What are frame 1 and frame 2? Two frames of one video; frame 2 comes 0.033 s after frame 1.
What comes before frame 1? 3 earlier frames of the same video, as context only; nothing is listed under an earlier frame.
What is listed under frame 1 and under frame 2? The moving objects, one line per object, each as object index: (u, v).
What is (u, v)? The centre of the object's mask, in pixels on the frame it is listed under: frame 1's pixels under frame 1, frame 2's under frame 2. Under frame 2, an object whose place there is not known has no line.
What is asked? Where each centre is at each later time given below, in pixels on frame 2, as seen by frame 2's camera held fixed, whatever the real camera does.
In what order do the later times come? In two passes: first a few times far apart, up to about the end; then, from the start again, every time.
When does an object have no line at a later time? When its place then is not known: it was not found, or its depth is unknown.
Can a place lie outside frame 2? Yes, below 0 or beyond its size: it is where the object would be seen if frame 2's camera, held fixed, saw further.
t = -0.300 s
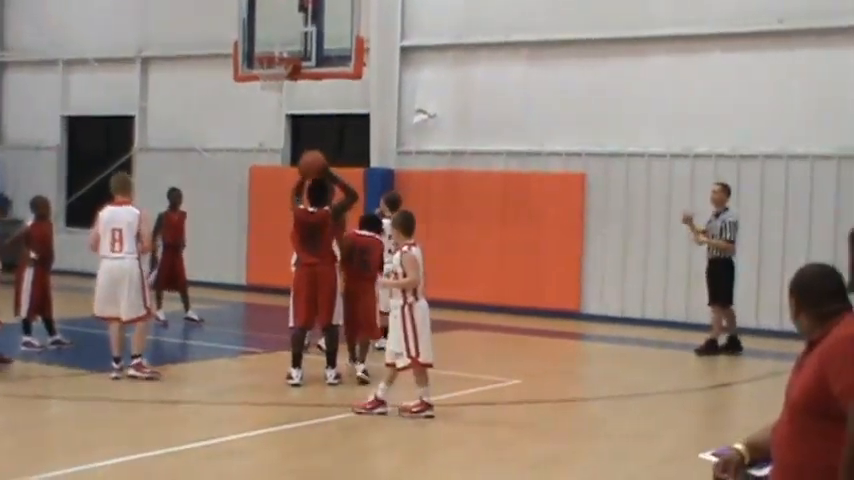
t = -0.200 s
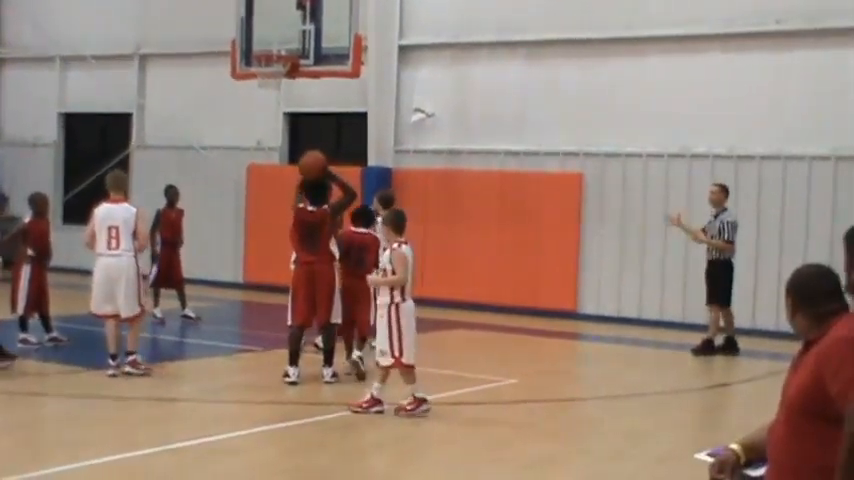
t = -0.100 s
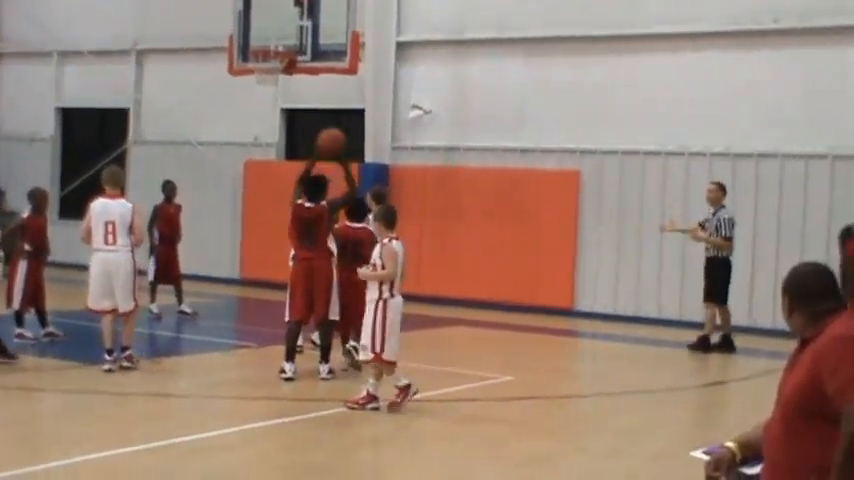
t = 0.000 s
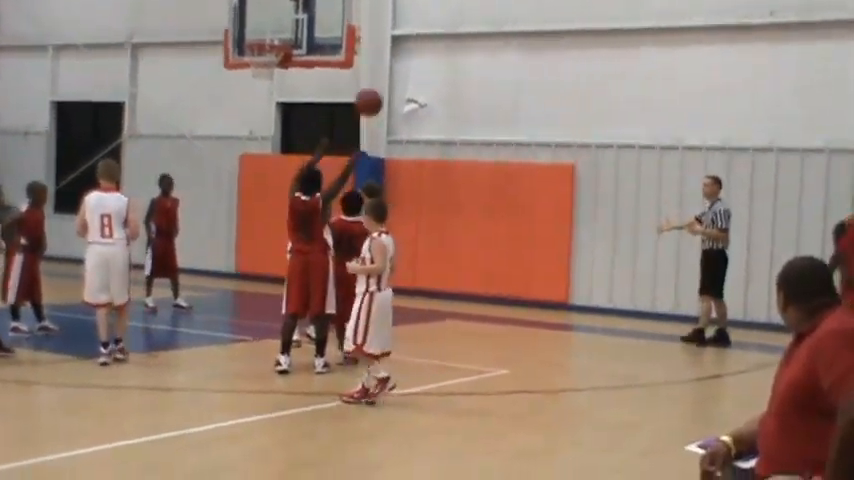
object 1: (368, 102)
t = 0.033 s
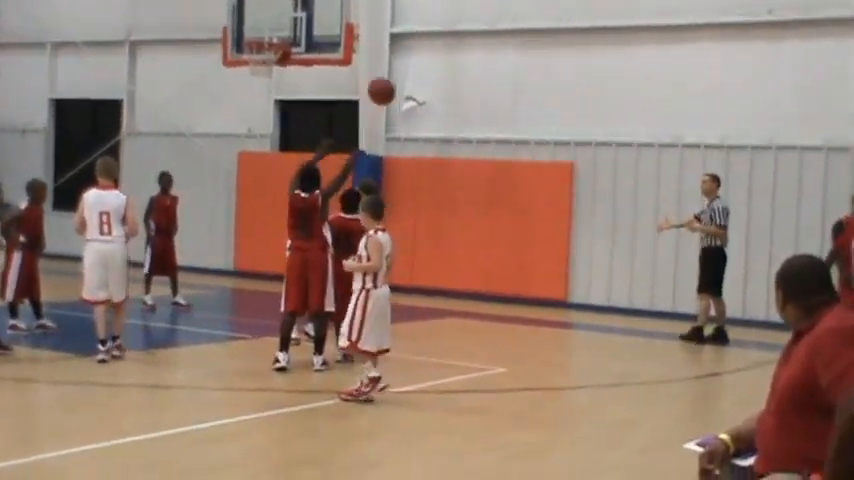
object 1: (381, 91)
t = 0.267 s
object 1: (469, 68)
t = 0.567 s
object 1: (560, 124)
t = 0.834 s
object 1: (622, 236)
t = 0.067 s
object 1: (395, 84)
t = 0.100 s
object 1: (408, 78)
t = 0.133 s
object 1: (421, 73)
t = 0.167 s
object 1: (434, 70)
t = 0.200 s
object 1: (446, 68)
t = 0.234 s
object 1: (457, 67)
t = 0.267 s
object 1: (469, 68)
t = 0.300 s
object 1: (481, 70)
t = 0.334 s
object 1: (491, 73)
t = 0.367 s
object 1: (502, 77)
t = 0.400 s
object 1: (512, 82)
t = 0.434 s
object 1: (522, 88)
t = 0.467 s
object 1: (532, 96)
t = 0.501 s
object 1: (541, 104)
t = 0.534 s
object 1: (551, 113)
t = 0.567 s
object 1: (560, 124)
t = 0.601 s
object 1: (568, 135)
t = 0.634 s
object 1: (577, 147)
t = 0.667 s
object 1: (585, 160)
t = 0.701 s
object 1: (593, 173)
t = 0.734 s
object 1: (601, 188)
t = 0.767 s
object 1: (608, 203)
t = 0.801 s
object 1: (615, 219)
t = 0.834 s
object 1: (622, 236)
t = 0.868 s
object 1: (629, 253)
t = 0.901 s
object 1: (635, 271)
